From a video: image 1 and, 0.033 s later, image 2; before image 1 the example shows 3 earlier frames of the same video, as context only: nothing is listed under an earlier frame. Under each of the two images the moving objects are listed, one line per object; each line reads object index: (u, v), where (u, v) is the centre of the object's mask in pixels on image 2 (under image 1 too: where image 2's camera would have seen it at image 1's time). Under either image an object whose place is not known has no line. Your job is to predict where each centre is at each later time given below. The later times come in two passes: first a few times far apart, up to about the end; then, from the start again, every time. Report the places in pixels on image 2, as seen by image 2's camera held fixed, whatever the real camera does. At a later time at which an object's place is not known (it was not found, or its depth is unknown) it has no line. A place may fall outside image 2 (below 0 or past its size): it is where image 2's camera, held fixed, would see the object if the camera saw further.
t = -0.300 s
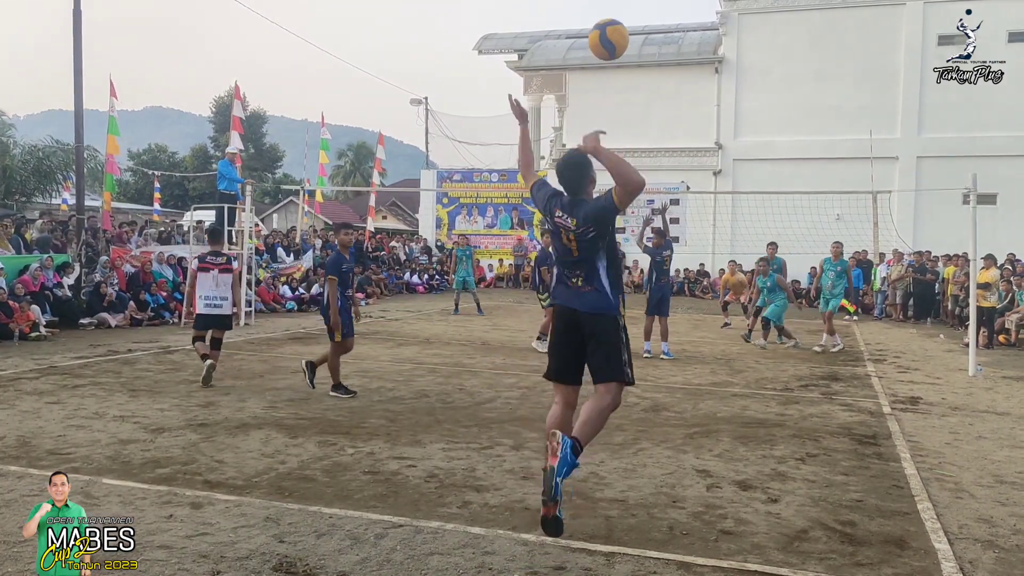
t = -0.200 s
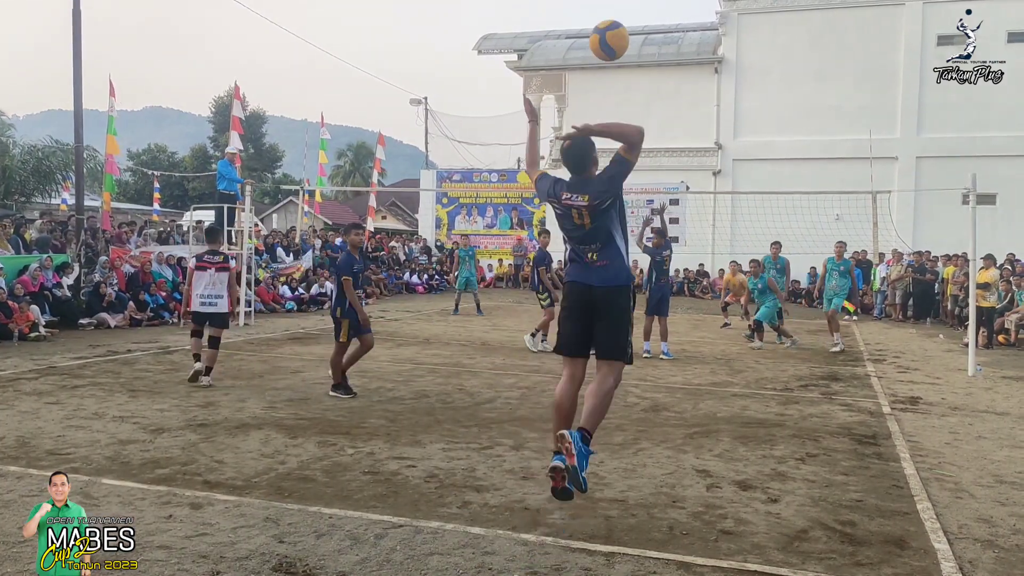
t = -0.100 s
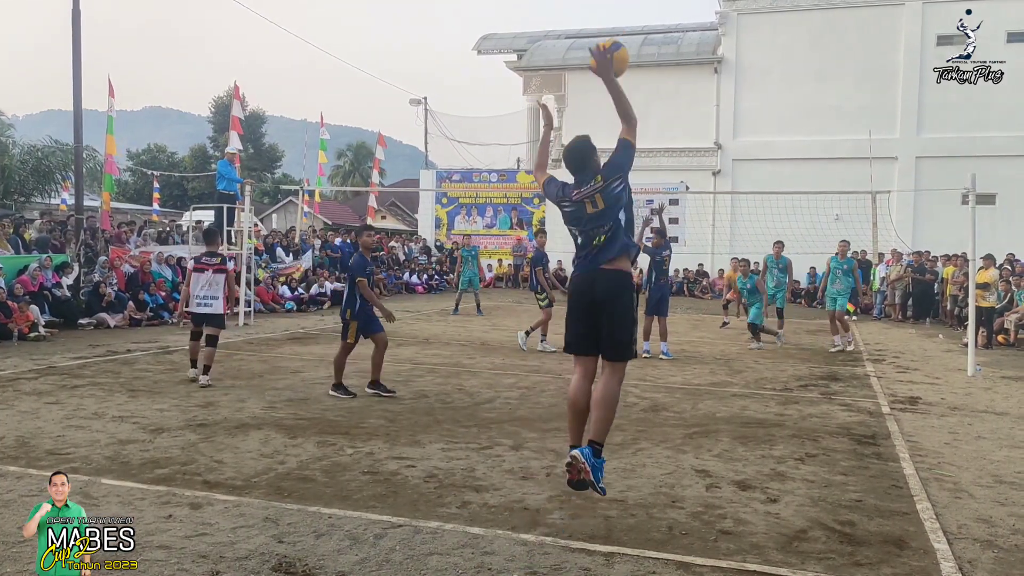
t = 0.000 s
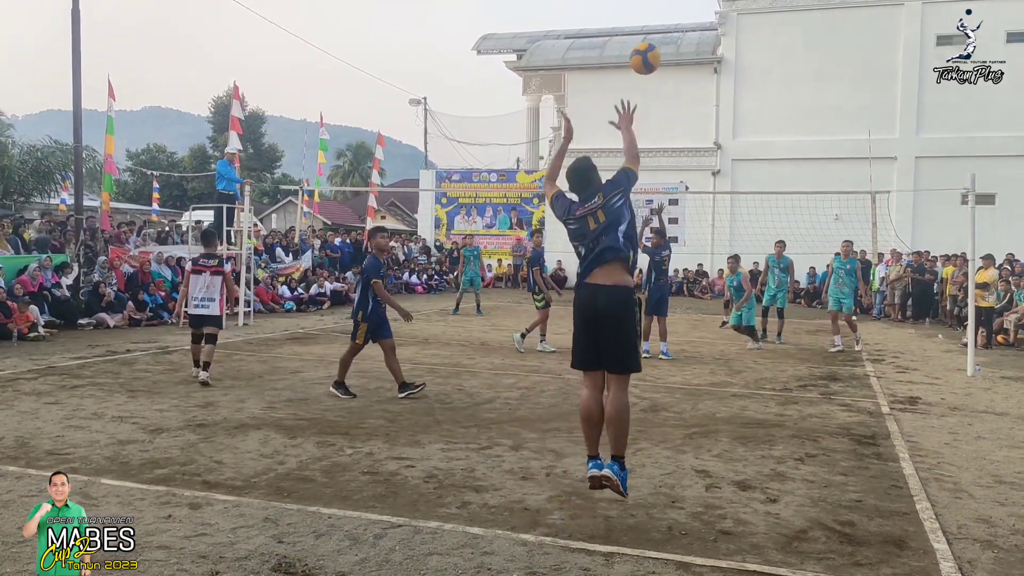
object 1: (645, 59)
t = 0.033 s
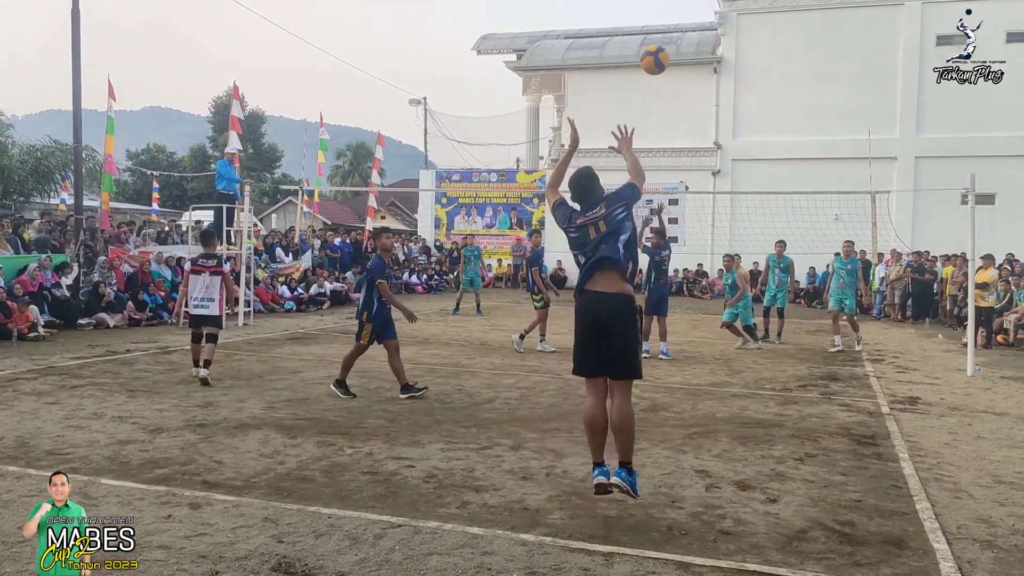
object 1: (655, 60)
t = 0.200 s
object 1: (690, 83)
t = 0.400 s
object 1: (718, 131)
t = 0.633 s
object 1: (738, 194)
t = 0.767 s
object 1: (744, 230)
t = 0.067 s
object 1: (663, 62)
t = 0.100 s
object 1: (670, 66)
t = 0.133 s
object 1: (678, 70)
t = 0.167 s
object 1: (684, 76)
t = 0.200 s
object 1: (690, 83)
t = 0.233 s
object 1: (695, 90)
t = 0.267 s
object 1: (700, 97)
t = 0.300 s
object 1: (704, 105)
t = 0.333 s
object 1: (709, 113)
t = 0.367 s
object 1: (713, 122)
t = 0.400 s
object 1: (718, 131)
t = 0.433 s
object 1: (722, 140)
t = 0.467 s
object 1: (725, 148)
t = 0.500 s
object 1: (729, 158)
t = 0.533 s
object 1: (731, 167)
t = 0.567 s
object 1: (734, 176)
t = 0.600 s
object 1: (736, 185)
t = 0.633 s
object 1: (738, 194)
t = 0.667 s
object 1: (740, 203)
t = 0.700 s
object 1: (741, 212)
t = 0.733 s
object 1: (743, 221)
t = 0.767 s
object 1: (744, 230)
